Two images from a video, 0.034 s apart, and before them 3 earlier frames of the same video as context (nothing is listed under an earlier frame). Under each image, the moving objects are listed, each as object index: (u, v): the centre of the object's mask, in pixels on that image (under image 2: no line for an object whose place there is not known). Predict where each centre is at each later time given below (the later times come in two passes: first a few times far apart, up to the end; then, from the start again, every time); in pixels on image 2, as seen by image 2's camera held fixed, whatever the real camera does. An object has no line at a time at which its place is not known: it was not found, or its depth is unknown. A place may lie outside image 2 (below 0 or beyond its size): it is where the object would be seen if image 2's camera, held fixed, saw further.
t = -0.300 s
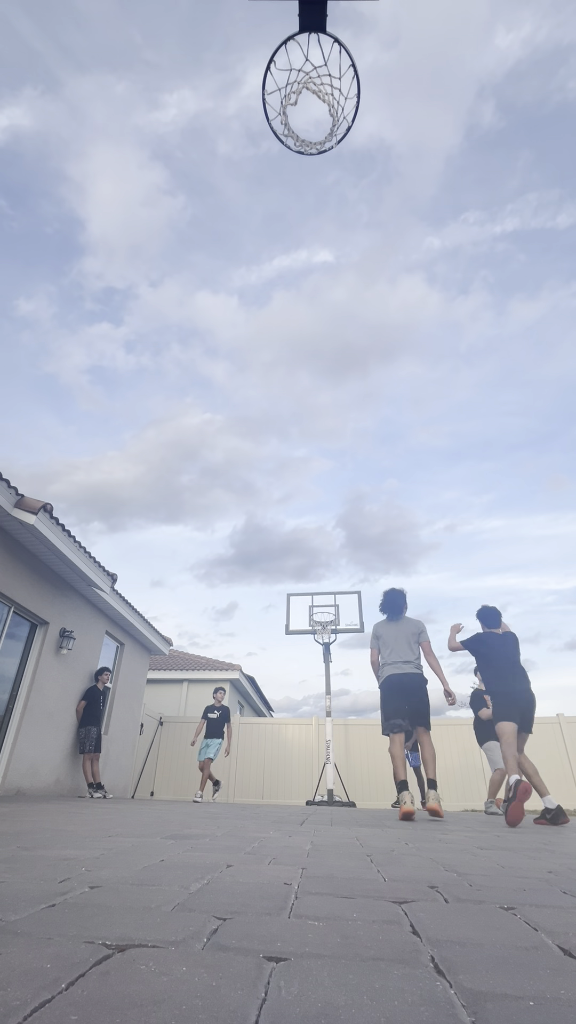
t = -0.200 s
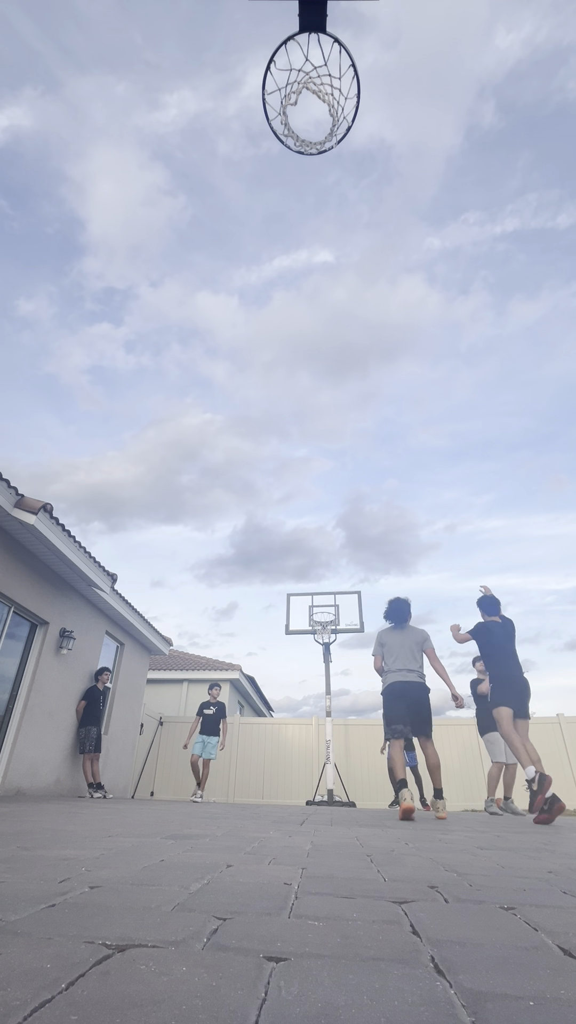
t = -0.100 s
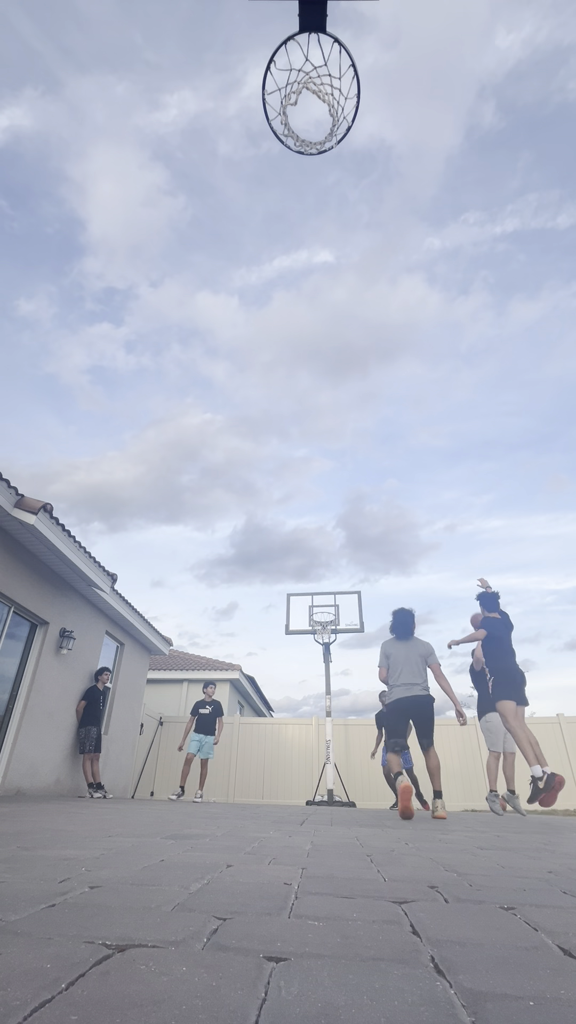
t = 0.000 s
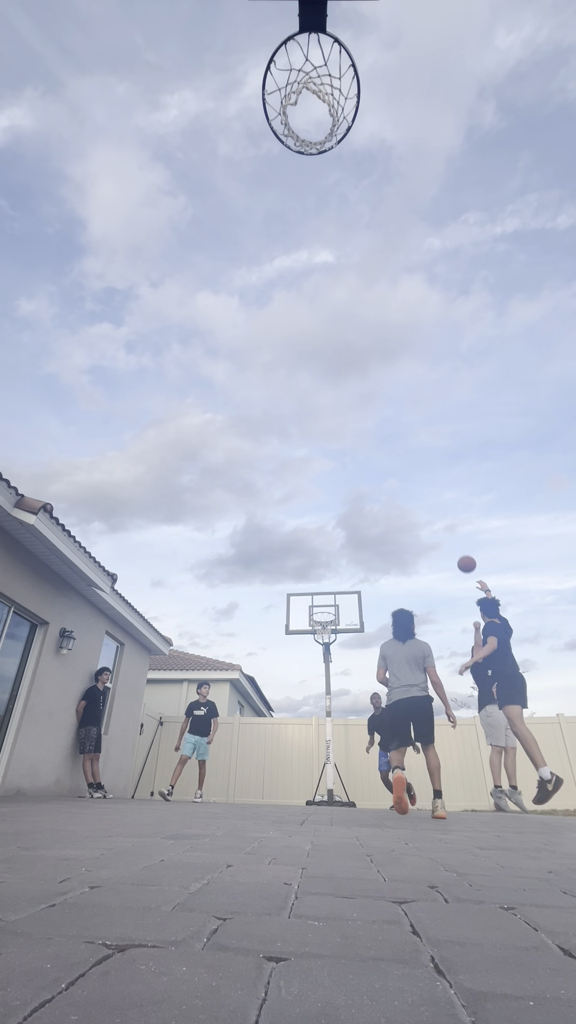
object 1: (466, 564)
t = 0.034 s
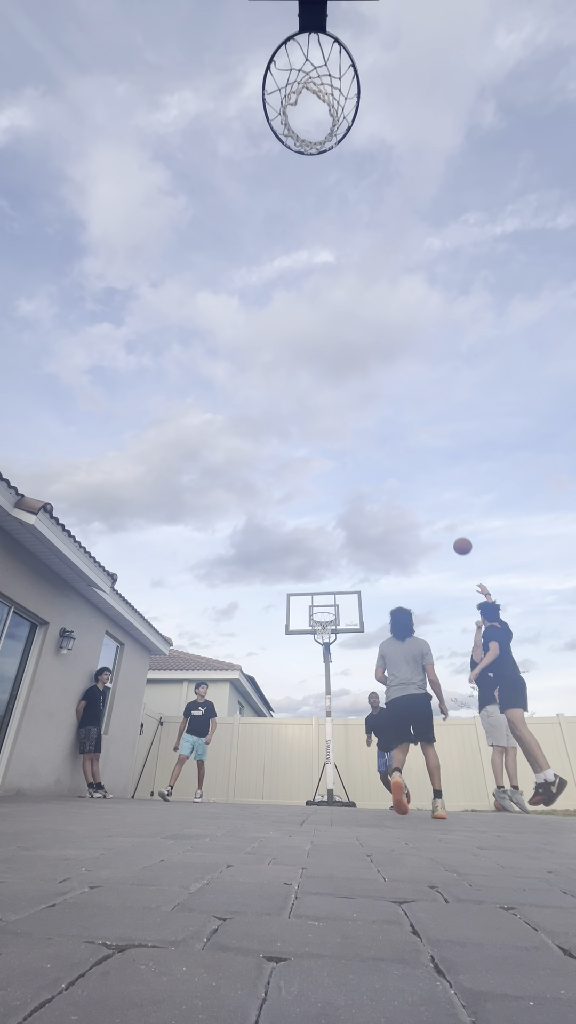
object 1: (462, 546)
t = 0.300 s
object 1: (431, 423)
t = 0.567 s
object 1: (401, 325)
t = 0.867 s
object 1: (359, 231)
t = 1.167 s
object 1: (282, 128)
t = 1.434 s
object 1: (259, 21)
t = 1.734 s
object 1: (236, 87)
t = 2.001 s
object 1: (178, 182)
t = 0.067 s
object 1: (458, 529)
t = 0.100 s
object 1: (454, 512)
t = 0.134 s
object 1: (450, 496)
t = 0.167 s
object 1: (446, 480)
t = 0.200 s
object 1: (443, 465)
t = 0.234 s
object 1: (439, 451)
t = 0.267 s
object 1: (435, 437)
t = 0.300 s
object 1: (431, 423)
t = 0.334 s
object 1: (427, 410)
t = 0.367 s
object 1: (424, 397)
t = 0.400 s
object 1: (420, 384)
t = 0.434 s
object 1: (416, 372)
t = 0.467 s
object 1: (413, 359)
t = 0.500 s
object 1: (409, 348)
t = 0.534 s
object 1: (405, 337)
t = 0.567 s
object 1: (401, 325)
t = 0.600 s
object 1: (397, 315)
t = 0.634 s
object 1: (393, 304)
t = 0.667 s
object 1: (388, 293)
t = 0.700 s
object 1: (384, 283)
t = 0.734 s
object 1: (379, 273)
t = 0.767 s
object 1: (375, 262)
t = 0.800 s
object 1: (370, 252)
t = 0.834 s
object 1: (364, 241)
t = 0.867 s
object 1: (359, 231)
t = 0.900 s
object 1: (353, 221)
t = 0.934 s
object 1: (347, 210)
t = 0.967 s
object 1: (340, 200)
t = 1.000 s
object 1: (333, 189)
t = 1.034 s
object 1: (325, 178)
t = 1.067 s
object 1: (316, 169)
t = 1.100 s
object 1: (305, 158)
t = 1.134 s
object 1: (293, 142)
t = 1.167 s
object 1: (282, 128)
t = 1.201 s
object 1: (279, 116)
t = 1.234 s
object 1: (270, 102)
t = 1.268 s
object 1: (272, 86)
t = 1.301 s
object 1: (270, 72)
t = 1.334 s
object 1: (268, 57)
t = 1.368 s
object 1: (265, 42)
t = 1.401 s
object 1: (261, 28)
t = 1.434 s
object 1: (259, 21)
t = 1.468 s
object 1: (258, 21)
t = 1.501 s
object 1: (257, 25)
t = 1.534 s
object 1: (256, 33)
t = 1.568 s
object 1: (255, 44)
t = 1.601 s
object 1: (254, 56)
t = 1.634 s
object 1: (253, 68)
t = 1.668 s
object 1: (248, 74)
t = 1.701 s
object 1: (242, 80)
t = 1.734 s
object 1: (236, 87)
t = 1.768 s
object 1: (230, 95)
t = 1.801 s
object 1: (223, 104)
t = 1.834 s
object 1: (217, 113)
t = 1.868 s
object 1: (210, 124)
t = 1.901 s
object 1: (203, 137)
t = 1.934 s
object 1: (195, 150)
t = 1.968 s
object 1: (187, 165)
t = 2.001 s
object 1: (178, 182)
